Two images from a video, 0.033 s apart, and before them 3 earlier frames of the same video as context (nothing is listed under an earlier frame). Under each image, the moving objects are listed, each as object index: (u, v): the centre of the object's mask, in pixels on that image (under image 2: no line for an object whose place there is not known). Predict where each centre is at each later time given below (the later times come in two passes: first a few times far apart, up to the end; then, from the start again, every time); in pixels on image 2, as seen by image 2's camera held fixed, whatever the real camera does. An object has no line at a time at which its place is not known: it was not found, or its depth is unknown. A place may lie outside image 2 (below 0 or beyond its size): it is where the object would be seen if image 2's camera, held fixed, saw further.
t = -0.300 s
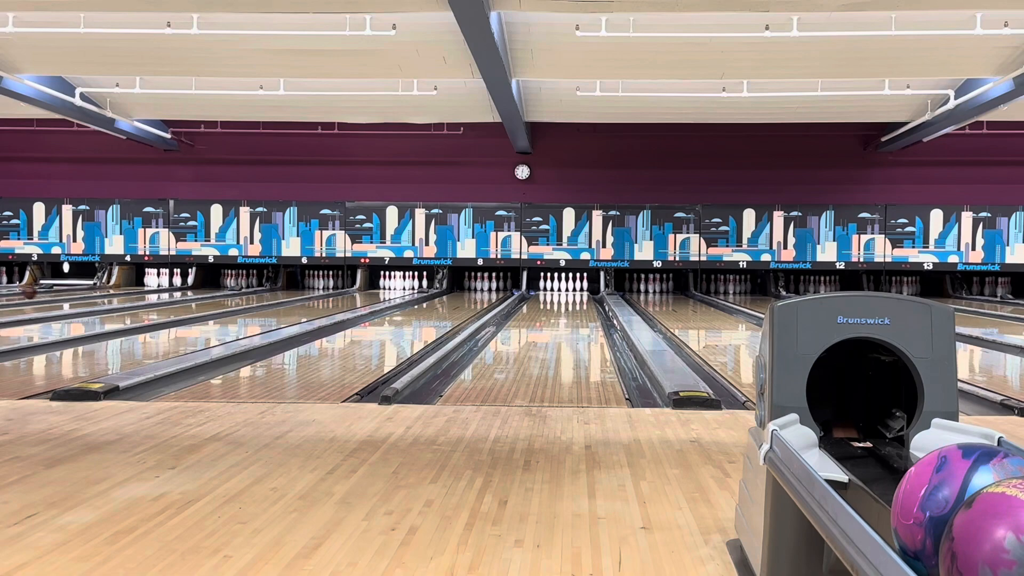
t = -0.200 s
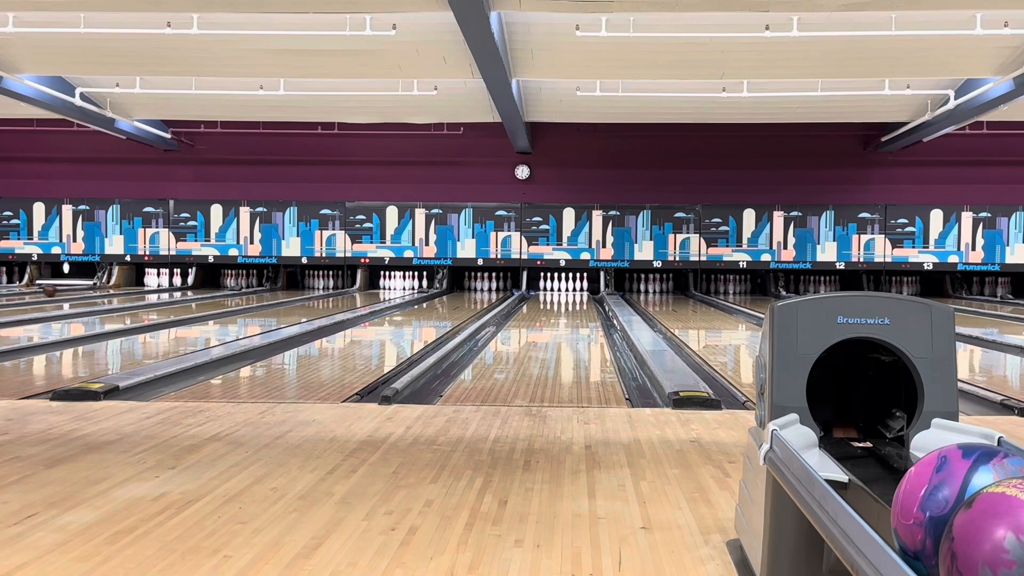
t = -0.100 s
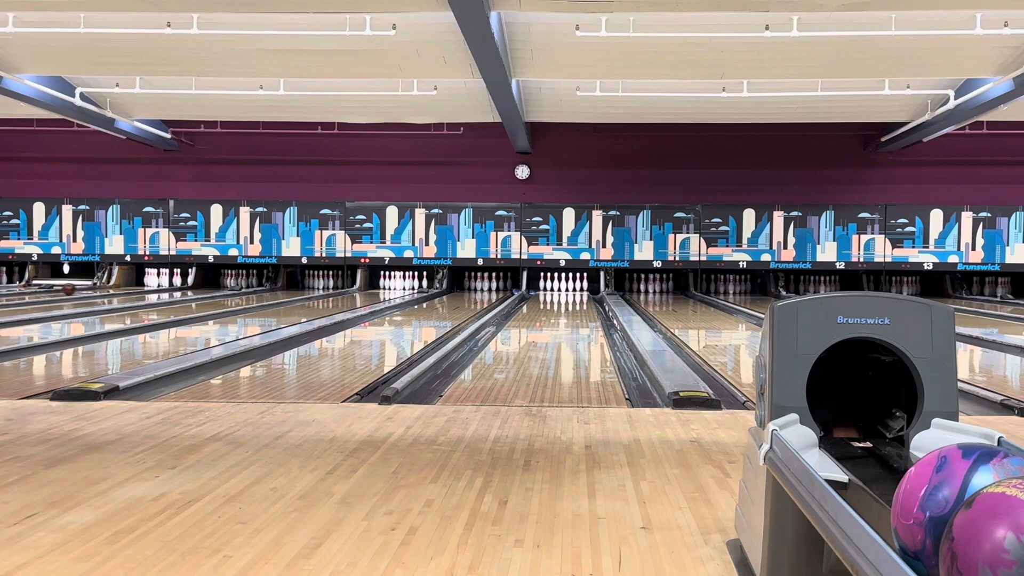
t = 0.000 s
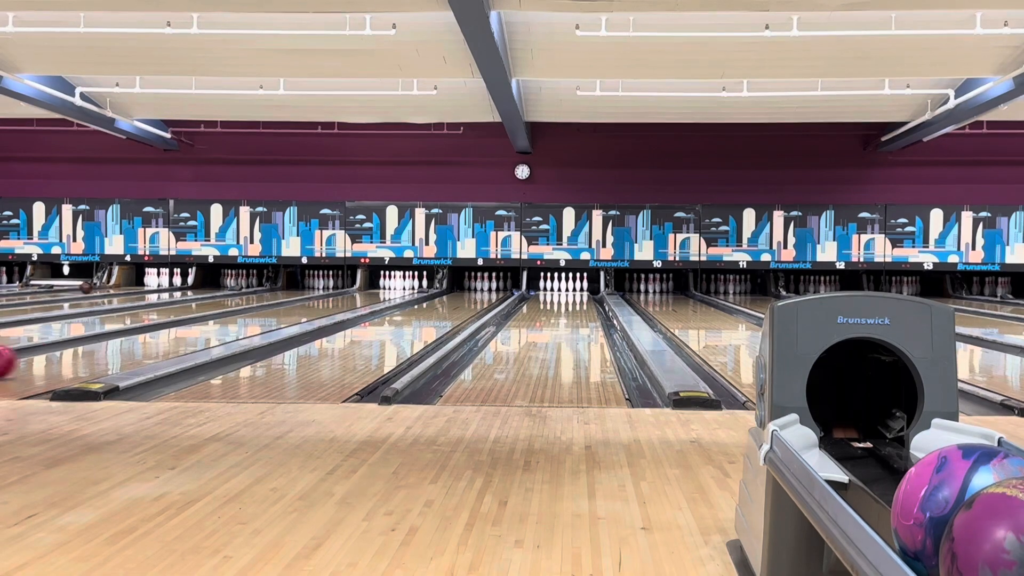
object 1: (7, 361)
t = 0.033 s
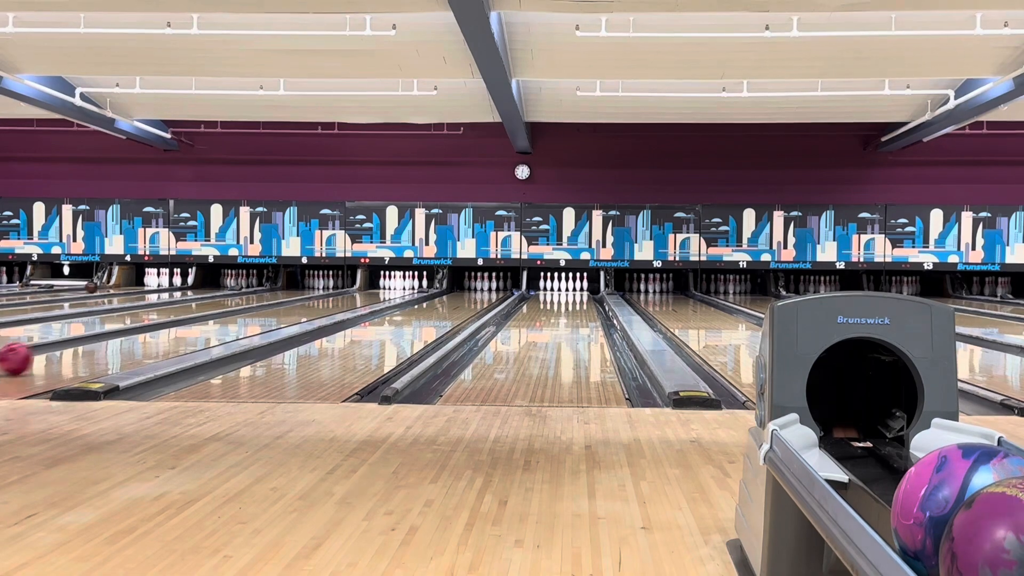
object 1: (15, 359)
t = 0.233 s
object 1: (97, 344)
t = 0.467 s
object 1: (169, 330)
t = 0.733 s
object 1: (229, 319)
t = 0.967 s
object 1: (269, 312)
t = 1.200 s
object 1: (301, 306)
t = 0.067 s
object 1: (30, 356)
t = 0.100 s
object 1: (45, 354)
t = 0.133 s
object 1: (59, 351)
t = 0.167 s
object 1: (72, 348)
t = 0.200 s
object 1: (85, 346)
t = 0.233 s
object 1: (97, 344)
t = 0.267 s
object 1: (109, 342)
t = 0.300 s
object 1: (120, 339)
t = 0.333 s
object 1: (131, 337)
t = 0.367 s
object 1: (141, 336)
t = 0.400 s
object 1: (150, 334)
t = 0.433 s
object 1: (160, 332)
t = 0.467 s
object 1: (169, 330)
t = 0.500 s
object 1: (178, 328)
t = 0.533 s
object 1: (186, 327)
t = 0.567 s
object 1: (194, 326)
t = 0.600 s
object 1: (201, 324)
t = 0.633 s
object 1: (209, 323)
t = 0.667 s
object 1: (216, 322)
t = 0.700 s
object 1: (223, 320)
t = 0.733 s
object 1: (229, 319)
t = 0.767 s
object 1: (235, 318)
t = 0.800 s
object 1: (241, 317)
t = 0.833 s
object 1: (247, 316)
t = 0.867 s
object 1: (253, 315)
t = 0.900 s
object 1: (258, 314)
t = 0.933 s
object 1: (264, 313)
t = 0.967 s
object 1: (269, 312)
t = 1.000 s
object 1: (274, 311)
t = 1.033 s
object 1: (279, 310)
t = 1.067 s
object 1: (283, 309)
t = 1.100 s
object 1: (288, 309)
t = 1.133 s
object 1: (292, 308)
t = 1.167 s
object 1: (297, 307)
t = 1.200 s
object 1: (301, 306)
